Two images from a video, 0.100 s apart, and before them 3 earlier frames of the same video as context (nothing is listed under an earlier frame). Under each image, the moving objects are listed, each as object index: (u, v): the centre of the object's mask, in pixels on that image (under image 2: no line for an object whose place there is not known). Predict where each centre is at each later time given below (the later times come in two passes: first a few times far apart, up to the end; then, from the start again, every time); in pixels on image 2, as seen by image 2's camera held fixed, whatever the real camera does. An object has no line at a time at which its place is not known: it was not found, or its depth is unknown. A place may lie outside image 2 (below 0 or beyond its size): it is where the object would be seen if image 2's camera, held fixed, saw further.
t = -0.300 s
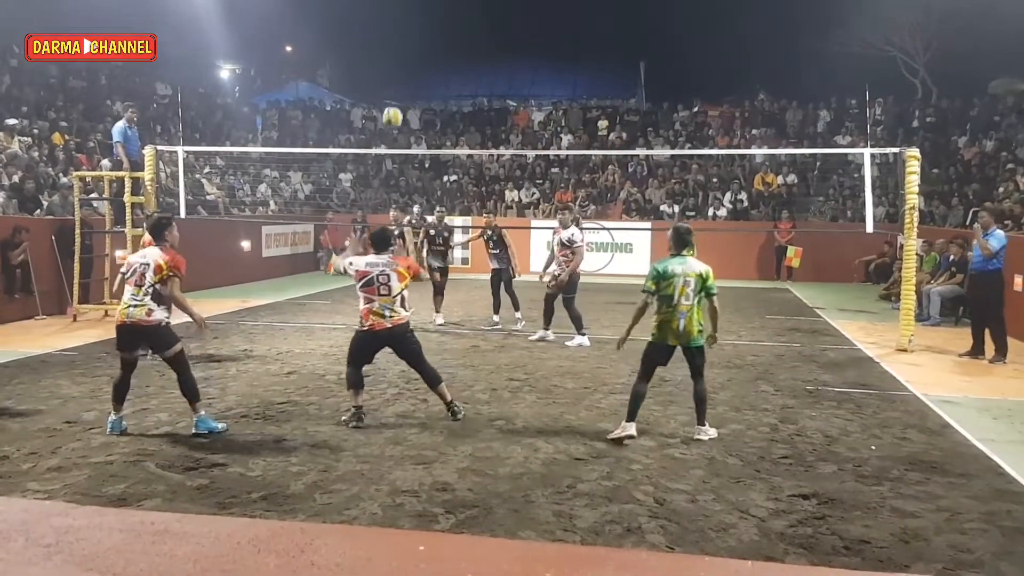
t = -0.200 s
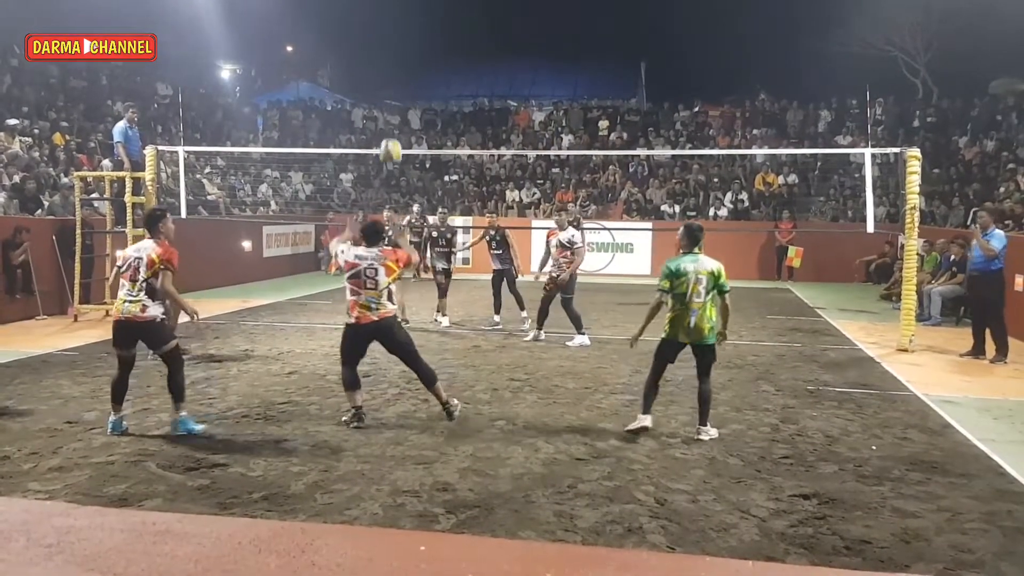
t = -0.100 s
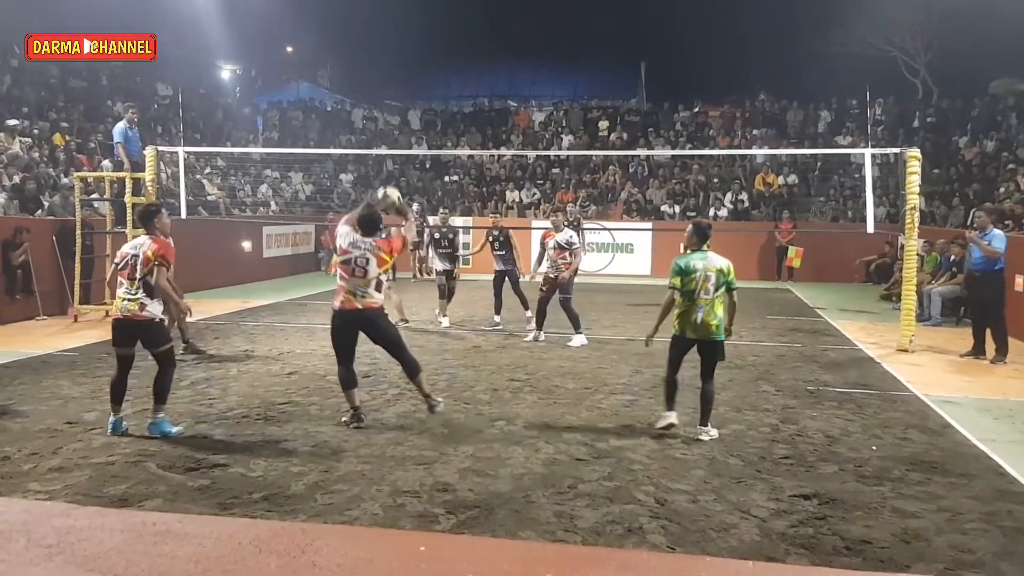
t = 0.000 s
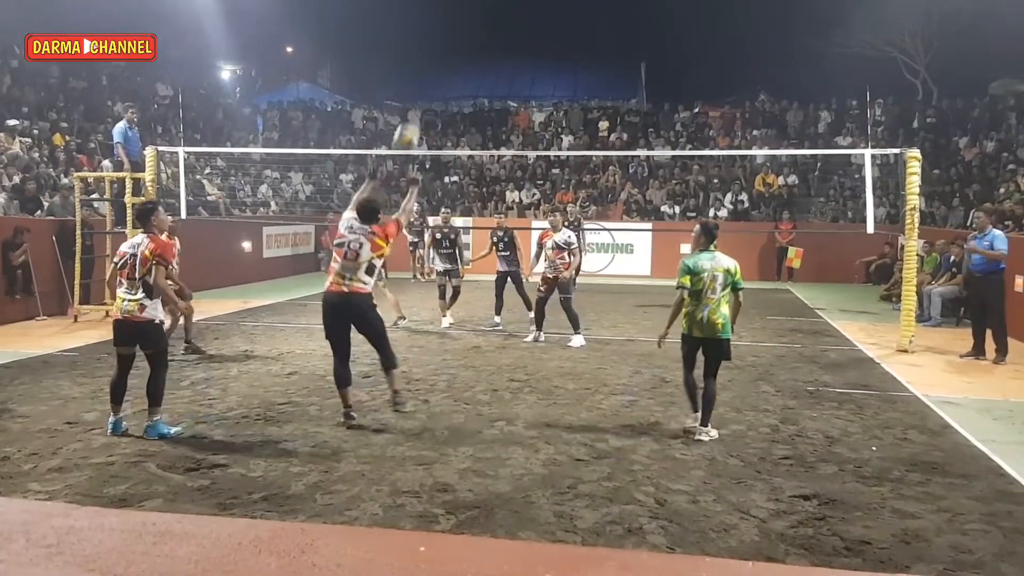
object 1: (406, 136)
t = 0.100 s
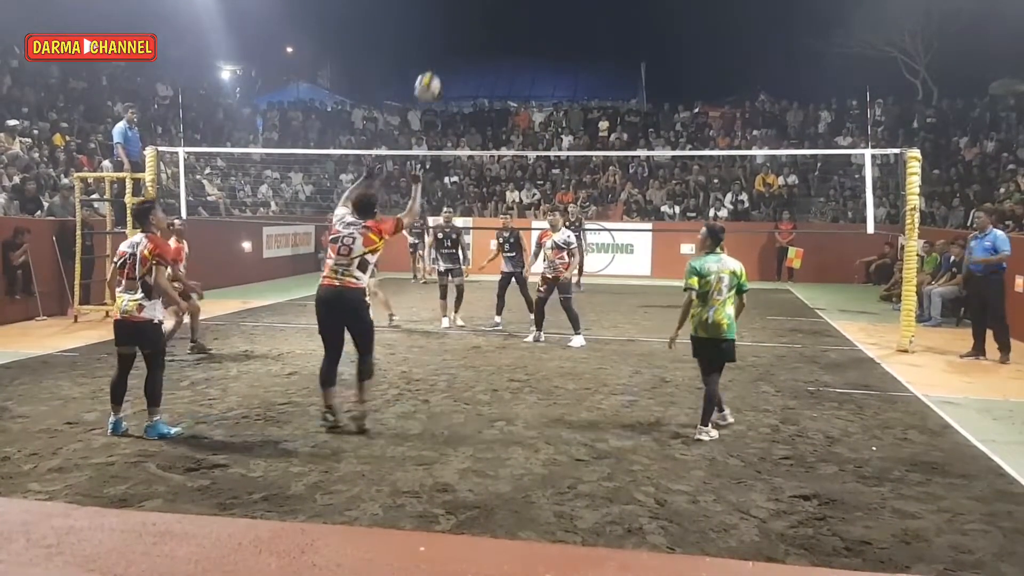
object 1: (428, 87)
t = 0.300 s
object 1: (464, 27)
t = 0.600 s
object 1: (509, 23)
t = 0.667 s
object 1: (518, 33)
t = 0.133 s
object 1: (434, 72)
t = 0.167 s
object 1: (441, 59)
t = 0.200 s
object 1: (447, 49)
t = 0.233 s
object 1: (453, 40)
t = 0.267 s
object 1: (459, 32)
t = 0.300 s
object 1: (464, 27)
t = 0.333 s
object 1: (470, 21)
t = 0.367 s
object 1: (476, 18)
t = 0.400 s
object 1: (481, 15)
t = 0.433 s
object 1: (486, 14)
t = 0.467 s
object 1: (491, 13)
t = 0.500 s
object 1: (496, 14)
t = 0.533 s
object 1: (500, 16)
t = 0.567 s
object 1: (505, 19)
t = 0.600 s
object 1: (509, 23)
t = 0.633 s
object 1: (513, 27)
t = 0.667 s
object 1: (518, 33)
